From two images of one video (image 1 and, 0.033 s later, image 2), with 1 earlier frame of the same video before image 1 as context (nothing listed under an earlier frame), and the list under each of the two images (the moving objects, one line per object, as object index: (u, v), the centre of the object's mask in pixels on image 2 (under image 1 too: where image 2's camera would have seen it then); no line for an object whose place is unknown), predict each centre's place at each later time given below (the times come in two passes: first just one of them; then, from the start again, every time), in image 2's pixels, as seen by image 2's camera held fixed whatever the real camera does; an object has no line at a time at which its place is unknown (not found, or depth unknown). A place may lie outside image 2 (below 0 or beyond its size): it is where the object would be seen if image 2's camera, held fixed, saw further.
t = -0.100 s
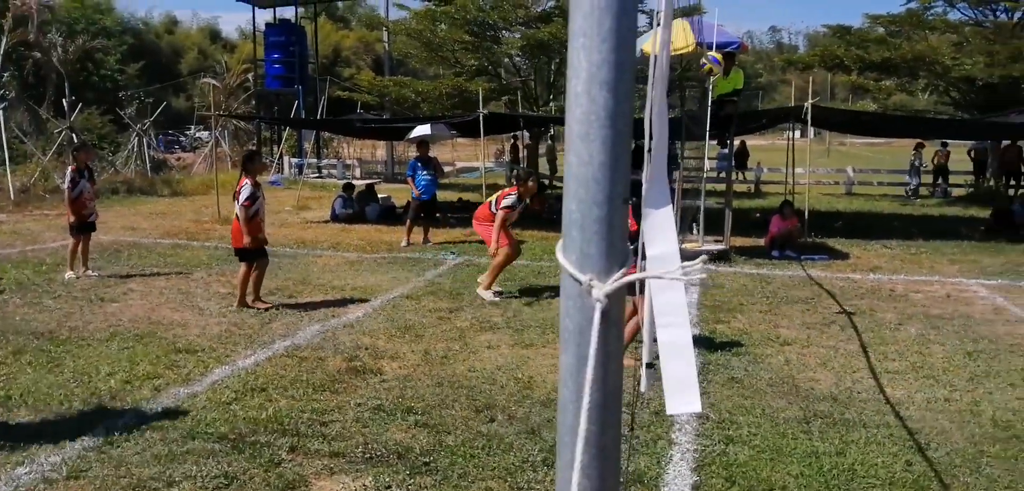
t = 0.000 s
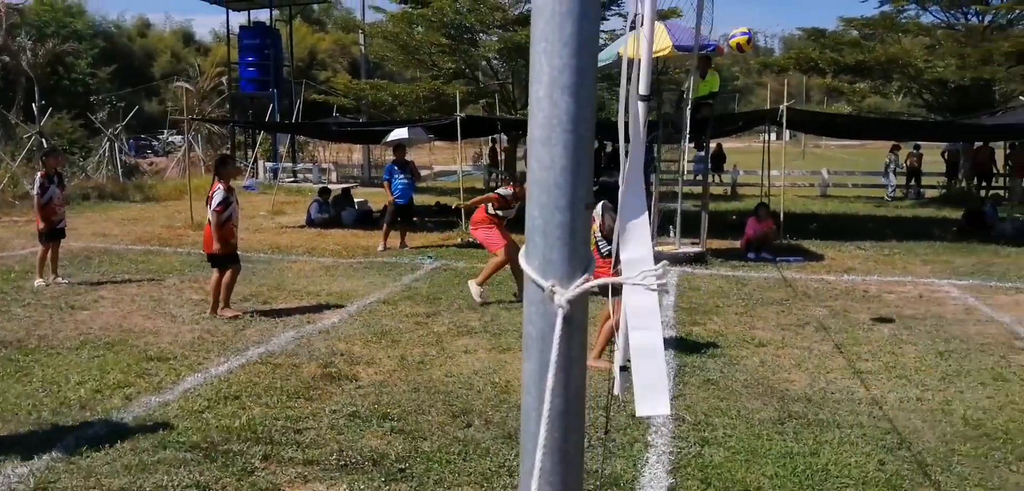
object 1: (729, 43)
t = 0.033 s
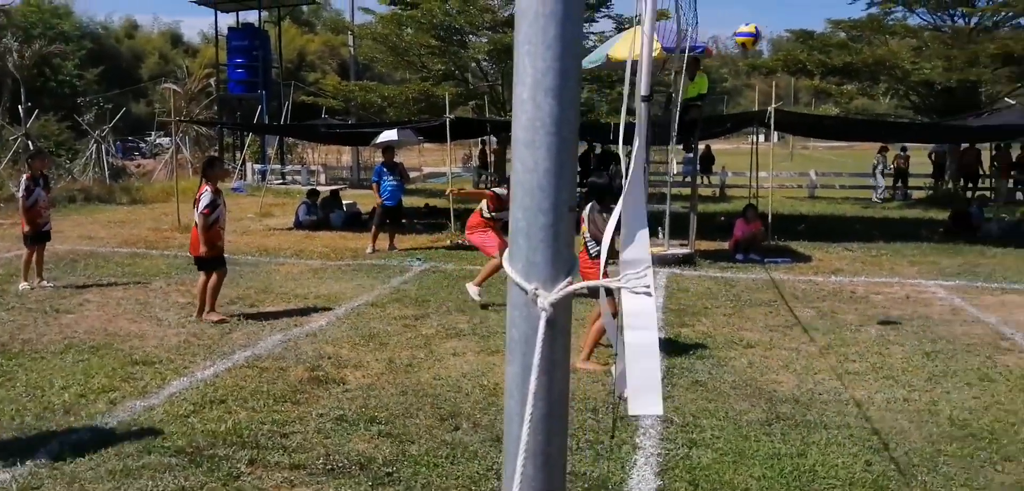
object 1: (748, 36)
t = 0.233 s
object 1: (868, 34)
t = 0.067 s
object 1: (769, 30)
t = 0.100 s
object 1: (790, 27)
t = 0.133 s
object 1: (810, 25)
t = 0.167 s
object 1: (830, 27)
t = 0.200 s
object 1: (848, 28)
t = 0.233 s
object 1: (868, 34)
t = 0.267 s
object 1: (888, 39)
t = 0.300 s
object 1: (910, 47)
